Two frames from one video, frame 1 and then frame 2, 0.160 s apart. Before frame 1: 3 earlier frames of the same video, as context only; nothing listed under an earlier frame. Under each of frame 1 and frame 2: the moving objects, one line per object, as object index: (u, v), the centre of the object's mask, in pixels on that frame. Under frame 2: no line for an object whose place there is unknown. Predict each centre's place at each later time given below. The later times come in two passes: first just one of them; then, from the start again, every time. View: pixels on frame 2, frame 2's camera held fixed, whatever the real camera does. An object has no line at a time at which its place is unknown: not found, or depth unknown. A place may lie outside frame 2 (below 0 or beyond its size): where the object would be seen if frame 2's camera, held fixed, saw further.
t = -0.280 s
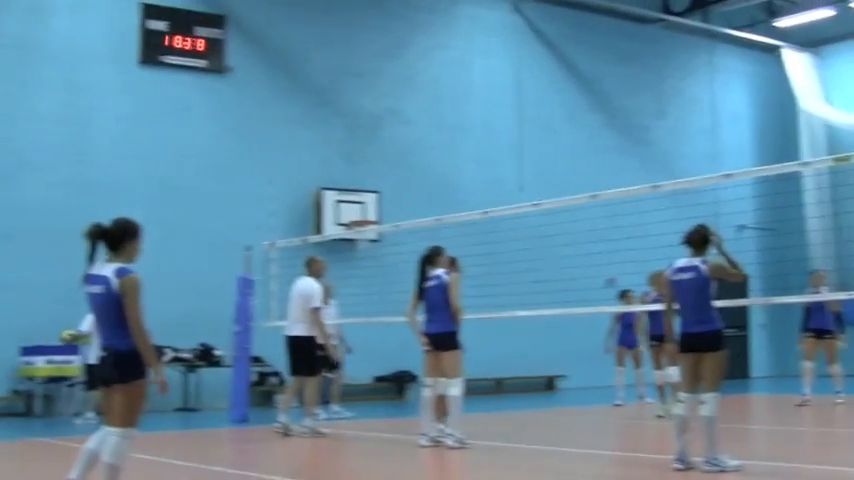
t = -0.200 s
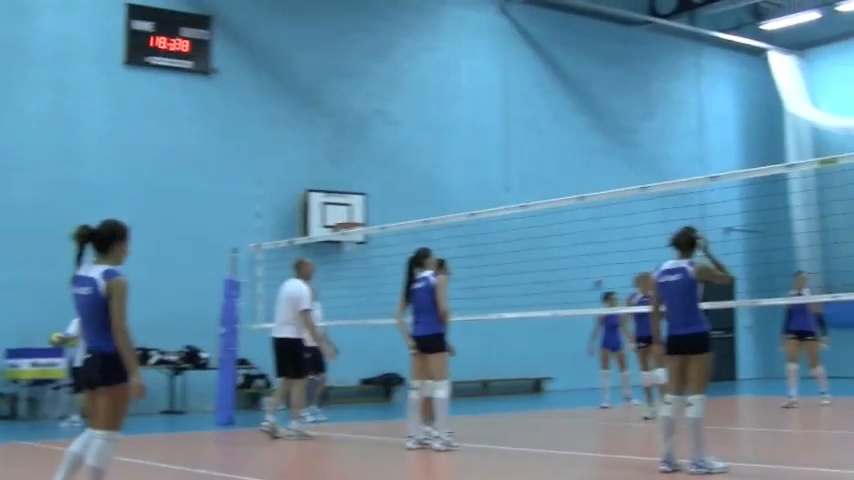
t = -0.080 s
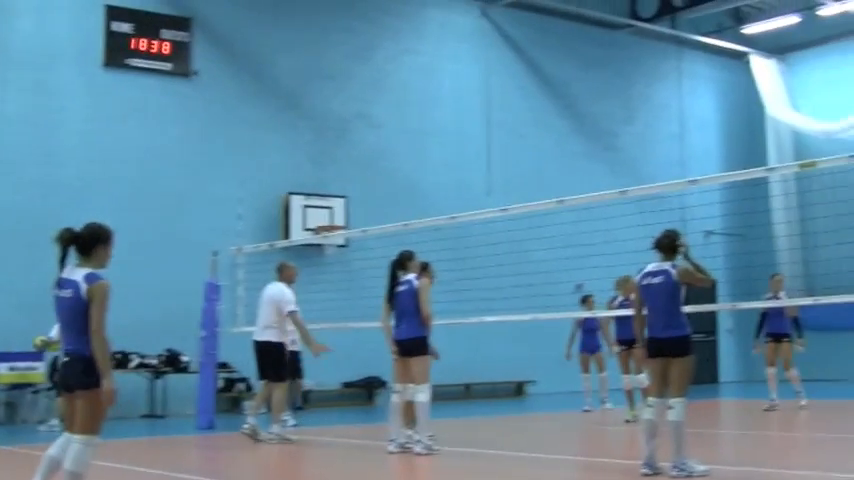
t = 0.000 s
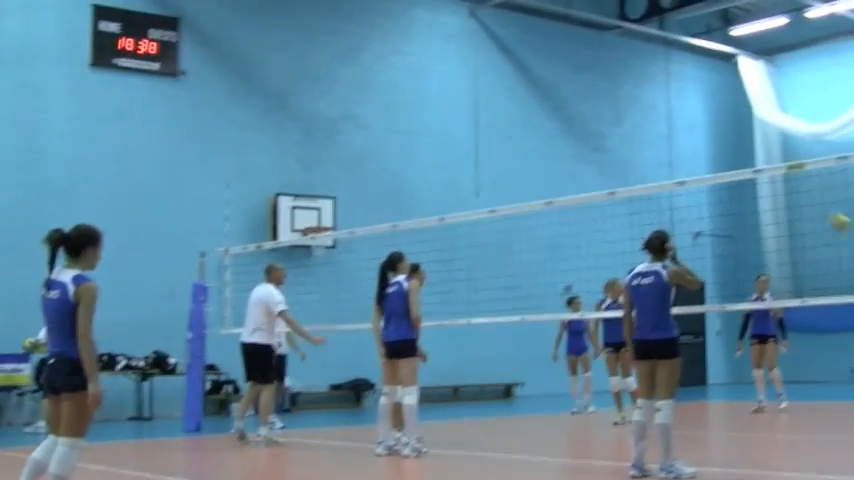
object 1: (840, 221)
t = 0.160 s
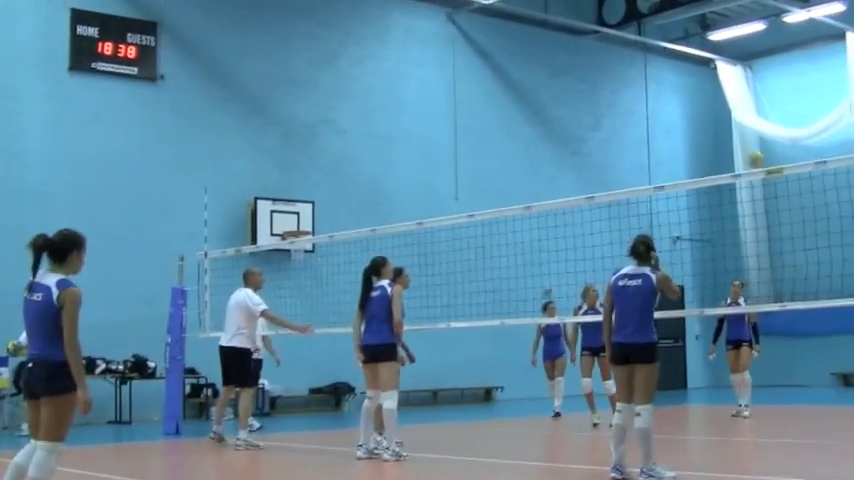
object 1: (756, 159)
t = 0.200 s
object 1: (737, 145)
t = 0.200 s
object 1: (737, 145)
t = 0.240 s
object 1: (721, 133)
